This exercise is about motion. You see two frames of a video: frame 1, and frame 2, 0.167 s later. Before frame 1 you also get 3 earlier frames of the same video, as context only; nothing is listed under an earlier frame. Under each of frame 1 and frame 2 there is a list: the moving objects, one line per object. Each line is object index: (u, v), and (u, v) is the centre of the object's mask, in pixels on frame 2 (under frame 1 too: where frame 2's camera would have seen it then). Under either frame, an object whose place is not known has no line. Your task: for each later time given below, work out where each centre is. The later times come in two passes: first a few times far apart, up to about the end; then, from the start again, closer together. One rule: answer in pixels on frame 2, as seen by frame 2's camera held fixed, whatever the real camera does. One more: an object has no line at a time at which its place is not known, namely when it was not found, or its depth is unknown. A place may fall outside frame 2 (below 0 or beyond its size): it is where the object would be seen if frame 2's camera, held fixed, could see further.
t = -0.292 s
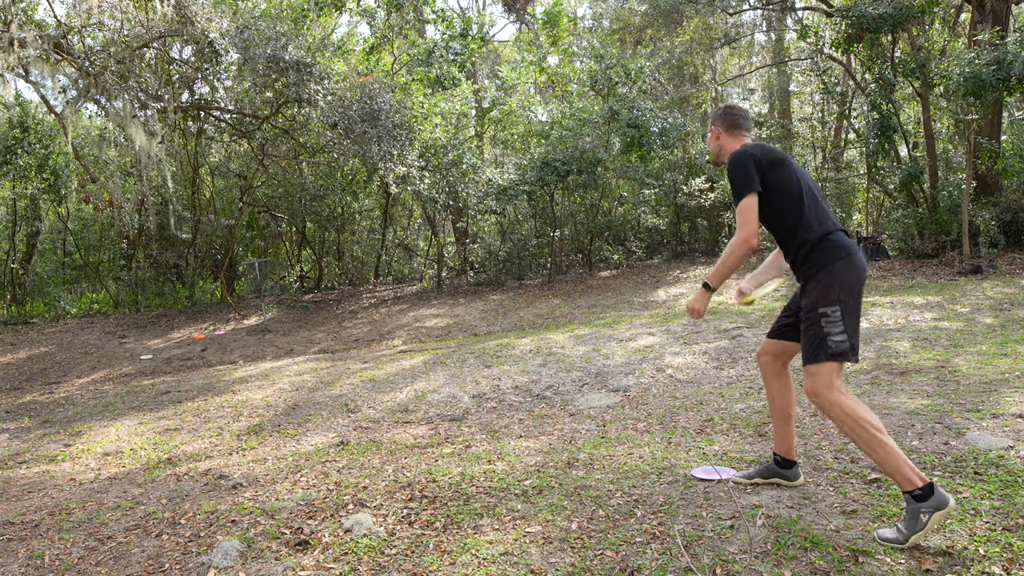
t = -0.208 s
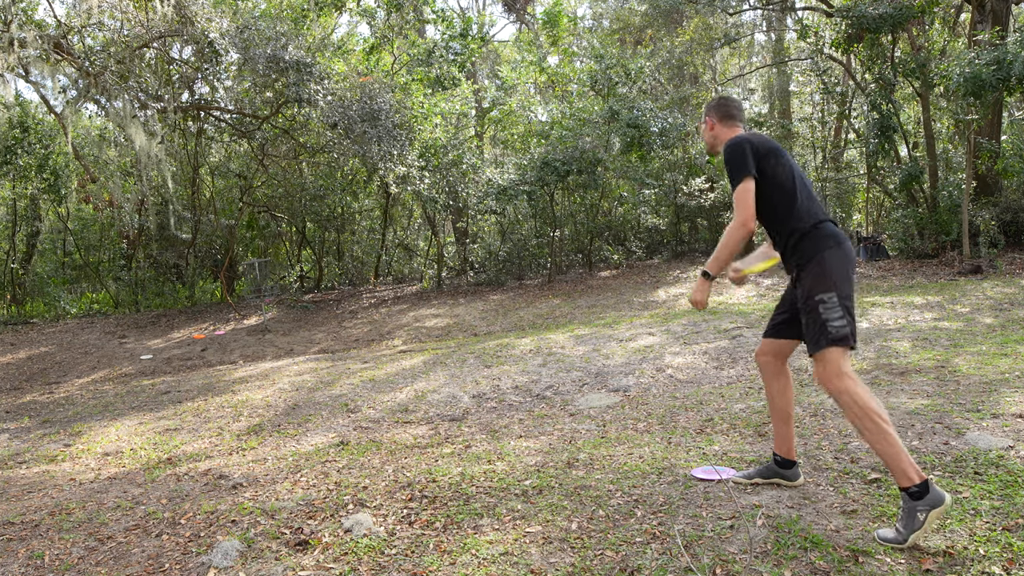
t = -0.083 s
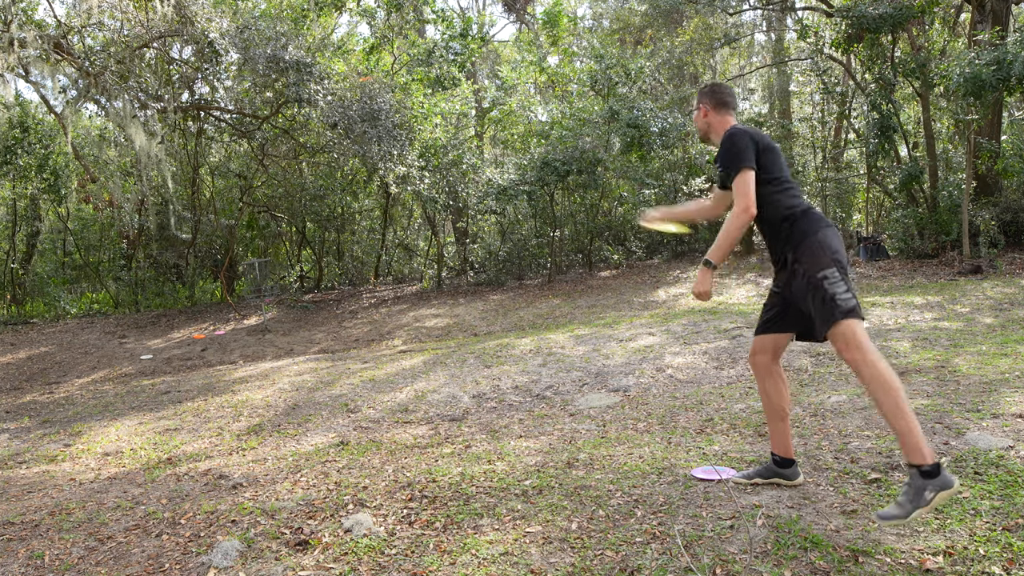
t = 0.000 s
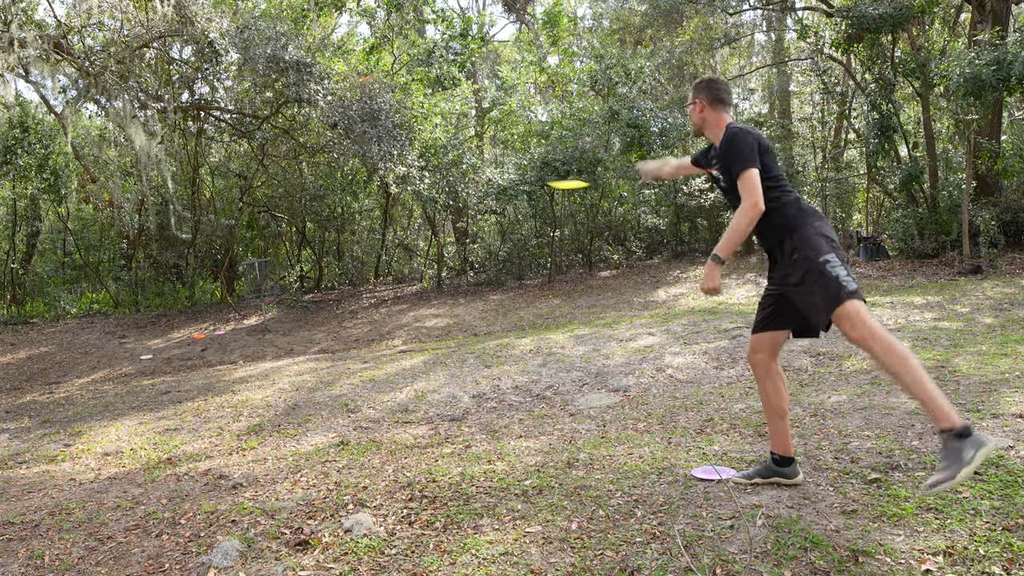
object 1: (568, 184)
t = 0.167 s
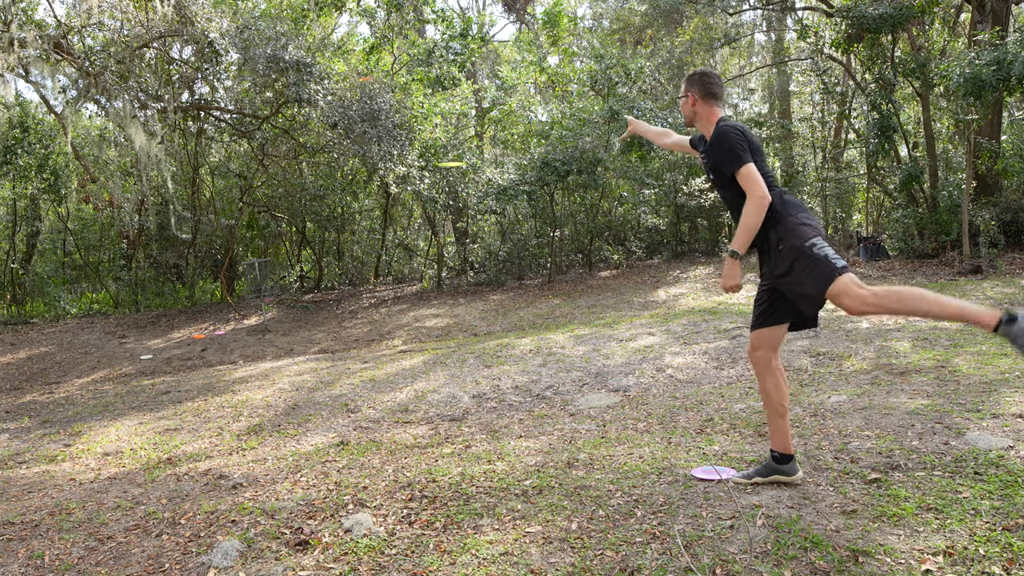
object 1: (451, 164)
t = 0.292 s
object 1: (399, 176)
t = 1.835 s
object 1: (236, 315)
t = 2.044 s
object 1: (231, 327)
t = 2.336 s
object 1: (230, 331)
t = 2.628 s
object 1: (230, 332)
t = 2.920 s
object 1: (229, 332)
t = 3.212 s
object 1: (230, 332)
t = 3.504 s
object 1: (230, 332)
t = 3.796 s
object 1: (230, 332)
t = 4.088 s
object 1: (230, 332)
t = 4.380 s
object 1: (230, 332)
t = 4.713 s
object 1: (230, 332)
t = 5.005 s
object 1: (230, 332)
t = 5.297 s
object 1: (230, 332)
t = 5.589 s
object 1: (230, 332)
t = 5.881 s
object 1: (230, 332)
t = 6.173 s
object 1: (229, 332)
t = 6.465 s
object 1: (229, 332)
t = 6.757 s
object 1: (229, 332)
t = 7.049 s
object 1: (229, 332)
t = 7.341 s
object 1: (229, 332)
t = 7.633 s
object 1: (229, 332)
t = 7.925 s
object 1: (229, 332)
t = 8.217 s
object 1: (229, 332)
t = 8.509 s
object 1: (229, 332)
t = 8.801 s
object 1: (229, 332)
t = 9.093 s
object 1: (229, 332)
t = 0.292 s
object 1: (399, 176)
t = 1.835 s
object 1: (236, 315)
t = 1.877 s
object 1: (235, 321)
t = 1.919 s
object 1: (233, 325)
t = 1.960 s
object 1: (232, 326)
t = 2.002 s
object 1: (231, 327)
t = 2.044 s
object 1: (231, 327)
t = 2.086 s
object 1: (231, 328)
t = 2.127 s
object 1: (230, 328)
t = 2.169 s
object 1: (230, 329)
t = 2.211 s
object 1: (230, 329)
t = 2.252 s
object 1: (230, 329)
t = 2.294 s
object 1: (230, 331)
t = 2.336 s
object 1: (230, 331)
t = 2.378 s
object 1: (230, 331)
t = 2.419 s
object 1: (230, 332)
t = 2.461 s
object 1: (230, 332)
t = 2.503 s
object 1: (230, 332)
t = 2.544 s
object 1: (230, 332)
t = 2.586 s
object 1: (229, 332)
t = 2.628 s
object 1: (230, 332)
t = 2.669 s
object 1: (230, 332)
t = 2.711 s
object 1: (230, 332)
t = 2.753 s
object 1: (230, 332)
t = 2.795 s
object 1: (230, 332)
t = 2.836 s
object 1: (230, 332)
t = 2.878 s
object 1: (230, 332)
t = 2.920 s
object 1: (229, 332)
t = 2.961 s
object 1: (230, 332)
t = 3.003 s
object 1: (230, 332)
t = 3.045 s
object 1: (230, 332)
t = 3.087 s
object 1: (230, 332)
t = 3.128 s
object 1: (230, 332)
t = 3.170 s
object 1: (230, 332)
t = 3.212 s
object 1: (230, 332)
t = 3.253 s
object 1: (230, 332)
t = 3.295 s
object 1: (230, 332)
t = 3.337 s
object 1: (230, 332)
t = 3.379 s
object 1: (230, 332)
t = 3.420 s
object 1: (230, 332)
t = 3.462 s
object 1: (230, 332)
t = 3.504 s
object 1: (230, 332)
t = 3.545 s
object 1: (230, 332)
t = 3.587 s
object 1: (230, 332)
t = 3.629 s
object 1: (230, 332)
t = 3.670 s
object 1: (230, 332)
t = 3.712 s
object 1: (230, 332)
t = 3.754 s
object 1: (230, 332)
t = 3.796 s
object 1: (230, 332)
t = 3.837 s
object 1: (230, 332)
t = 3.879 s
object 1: (230, 332)
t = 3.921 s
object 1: (230, 332)
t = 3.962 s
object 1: (230, 332)
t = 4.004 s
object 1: (230, 332)
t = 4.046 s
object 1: (230, 332)
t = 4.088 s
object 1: (230, 332)
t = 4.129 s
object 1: (230, 332)
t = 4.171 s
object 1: (230, 332)
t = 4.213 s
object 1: (230, 332)
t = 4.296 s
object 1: (230, 332)
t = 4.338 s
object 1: (230, 332)
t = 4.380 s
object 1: (230, 332)
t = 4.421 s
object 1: (230, 332)
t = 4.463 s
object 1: (230, 332)
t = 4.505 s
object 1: (230, 332)
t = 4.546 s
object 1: (230, 332)
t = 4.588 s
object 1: (230, 332)
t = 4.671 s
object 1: (230, 332)
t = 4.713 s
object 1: (230, 332)
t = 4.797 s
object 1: (230, 332)
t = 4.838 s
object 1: (230, 332)
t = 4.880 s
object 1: (230, 332)
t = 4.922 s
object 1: (230, 332)
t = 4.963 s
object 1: (230, 332)
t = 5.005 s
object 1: (230, 332)
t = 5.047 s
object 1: (230, 332)
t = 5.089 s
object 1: (230, 332)
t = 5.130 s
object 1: (230, 332)
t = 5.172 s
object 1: (230, 332)
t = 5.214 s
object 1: (230, 332)
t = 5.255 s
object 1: (230, 332)
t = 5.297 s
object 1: (230, 332)
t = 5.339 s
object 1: (230, 332)
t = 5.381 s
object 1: (230, 332)
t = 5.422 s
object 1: (230, 332)
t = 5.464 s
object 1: (230, 332)
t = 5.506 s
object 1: (230, 332)
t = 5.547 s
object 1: (230, 332)
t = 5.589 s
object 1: (230, 332)
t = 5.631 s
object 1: (230, 332)
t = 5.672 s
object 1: (230, 332)
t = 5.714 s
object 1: (230, 332)
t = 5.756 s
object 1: (230, 332)
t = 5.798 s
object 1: (230, 332)
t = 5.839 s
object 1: (230, 332)
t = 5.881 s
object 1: (230, 332)
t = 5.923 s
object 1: (229, 332)
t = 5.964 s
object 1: (229, 332)
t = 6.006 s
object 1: (229, 332)
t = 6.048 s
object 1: (229, 332)
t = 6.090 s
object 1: (230, 332)
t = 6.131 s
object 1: (229, 332)
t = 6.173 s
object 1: (229, 332)
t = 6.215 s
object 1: (229, 332)
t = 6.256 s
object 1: (229, 332)
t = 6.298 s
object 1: (229, 332)
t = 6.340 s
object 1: (229, 332)
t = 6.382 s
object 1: (229, 332)
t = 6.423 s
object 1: (229, 332)
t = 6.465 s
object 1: (229, 332)
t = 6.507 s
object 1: (229, 332)
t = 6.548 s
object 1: (229, 332)
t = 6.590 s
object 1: (229, 332)
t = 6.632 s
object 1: (229, 332)
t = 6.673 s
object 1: (229, 332)
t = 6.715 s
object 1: (229, 332)
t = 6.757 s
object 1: (229, 332)
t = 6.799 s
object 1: (229, 332)
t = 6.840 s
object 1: (229, 332)
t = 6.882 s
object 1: (229, 332)
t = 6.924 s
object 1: (229, 332)
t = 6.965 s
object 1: (229, 332)
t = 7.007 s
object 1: (229, 332)
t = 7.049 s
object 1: (229, 332)
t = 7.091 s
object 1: (229, 332)
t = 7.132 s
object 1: (229, 332)
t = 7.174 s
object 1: (229, 332)
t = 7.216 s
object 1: (229, 332)
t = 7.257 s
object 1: (229, 332)
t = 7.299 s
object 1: (229, 332)
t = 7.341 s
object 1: (229, 332)
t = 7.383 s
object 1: (229, 332)
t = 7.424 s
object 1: (229, 332)
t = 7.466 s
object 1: (229, 332)
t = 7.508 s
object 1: (229, 332)
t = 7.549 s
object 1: (229, 332)
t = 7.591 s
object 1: (229, 332)
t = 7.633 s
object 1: (229, 332)
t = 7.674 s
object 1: (229, 332)
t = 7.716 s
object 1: (229, 332)
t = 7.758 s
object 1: (229, 332)
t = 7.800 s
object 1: (229, 332)
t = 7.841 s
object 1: (229, 332)
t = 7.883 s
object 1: (229, 332)
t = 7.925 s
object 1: (229, 332)
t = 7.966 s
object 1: (229, 332)
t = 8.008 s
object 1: (229, 332)
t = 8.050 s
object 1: (229, 332)
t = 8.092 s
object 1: (229, 332)
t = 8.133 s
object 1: (229, 332)
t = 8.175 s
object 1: (229, 332)
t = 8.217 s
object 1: (229, 332)
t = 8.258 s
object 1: (229, 332)
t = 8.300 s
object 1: (229, 332)
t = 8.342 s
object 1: (229, 332)
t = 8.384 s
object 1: (229, 332)
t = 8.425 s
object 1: (229, 332)
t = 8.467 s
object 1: (229, 332)
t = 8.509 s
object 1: (229, 332)
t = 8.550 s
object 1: (229, 332)
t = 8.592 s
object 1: (229, 332)
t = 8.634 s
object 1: (229, 332)
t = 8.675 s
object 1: (229, 332)
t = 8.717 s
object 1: (229, 332)
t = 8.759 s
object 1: (229, 332)
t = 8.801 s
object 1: (229, 332)
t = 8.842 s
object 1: (229, 332)
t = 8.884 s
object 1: (229, 332)
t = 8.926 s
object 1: (229, 332)
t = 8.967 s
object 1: (229, 332)
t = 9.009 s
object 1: (229, 332)
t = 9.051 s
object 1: (229, 332)
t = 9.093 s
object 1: (229, 332)
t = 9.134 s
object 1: (229, 332)
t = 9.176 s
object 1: (229, 332)
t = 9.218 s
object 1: (229, 332)
